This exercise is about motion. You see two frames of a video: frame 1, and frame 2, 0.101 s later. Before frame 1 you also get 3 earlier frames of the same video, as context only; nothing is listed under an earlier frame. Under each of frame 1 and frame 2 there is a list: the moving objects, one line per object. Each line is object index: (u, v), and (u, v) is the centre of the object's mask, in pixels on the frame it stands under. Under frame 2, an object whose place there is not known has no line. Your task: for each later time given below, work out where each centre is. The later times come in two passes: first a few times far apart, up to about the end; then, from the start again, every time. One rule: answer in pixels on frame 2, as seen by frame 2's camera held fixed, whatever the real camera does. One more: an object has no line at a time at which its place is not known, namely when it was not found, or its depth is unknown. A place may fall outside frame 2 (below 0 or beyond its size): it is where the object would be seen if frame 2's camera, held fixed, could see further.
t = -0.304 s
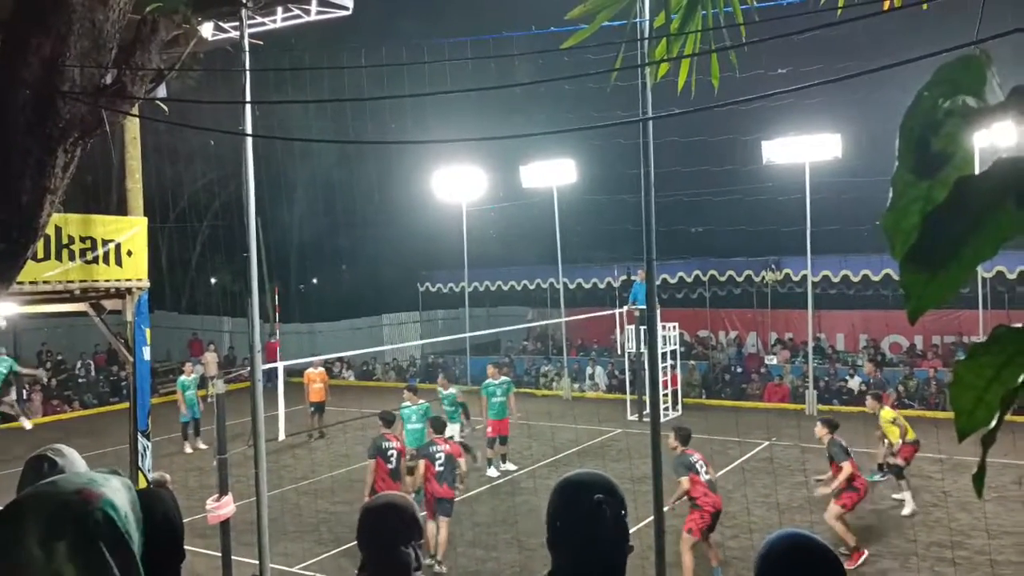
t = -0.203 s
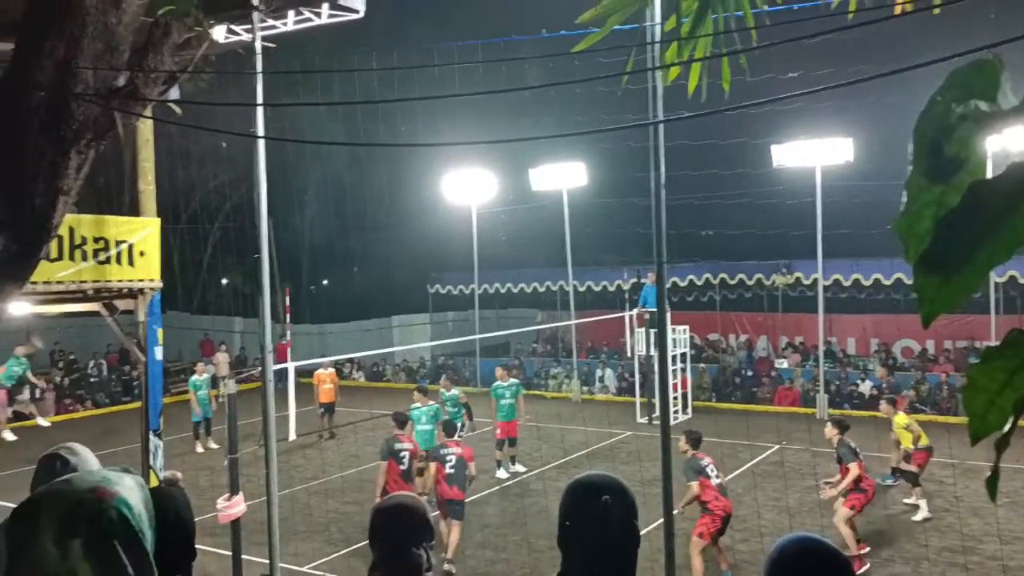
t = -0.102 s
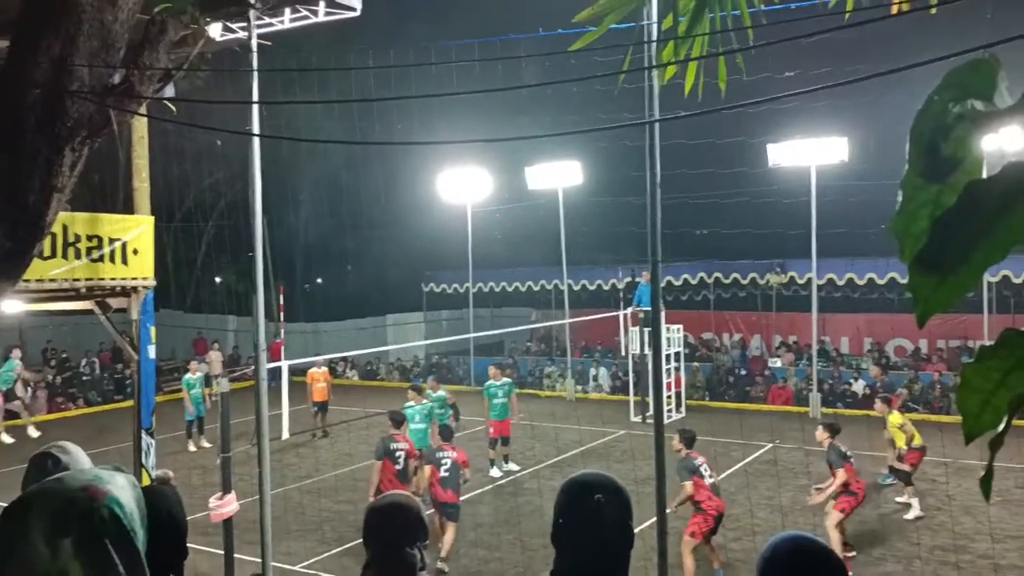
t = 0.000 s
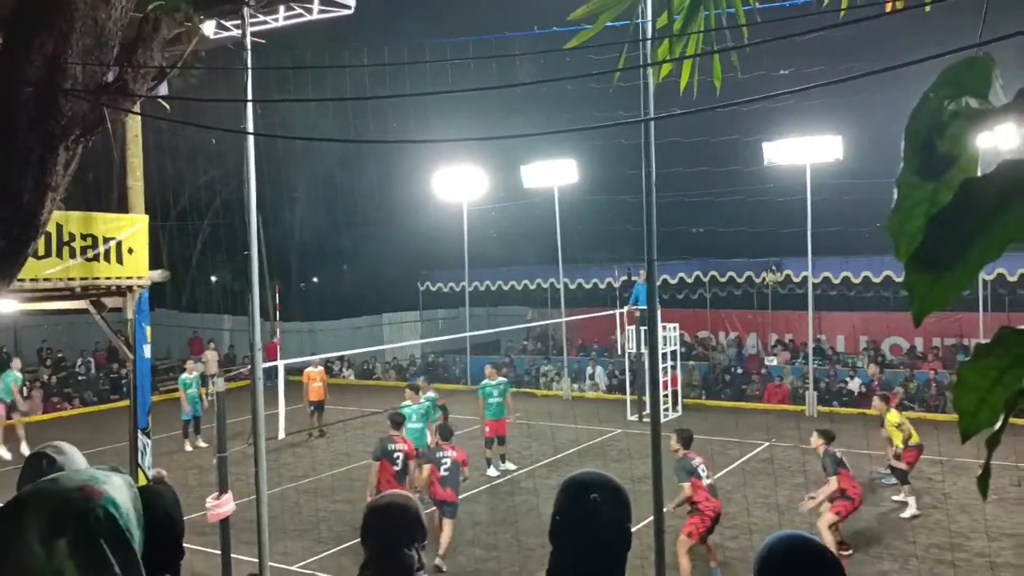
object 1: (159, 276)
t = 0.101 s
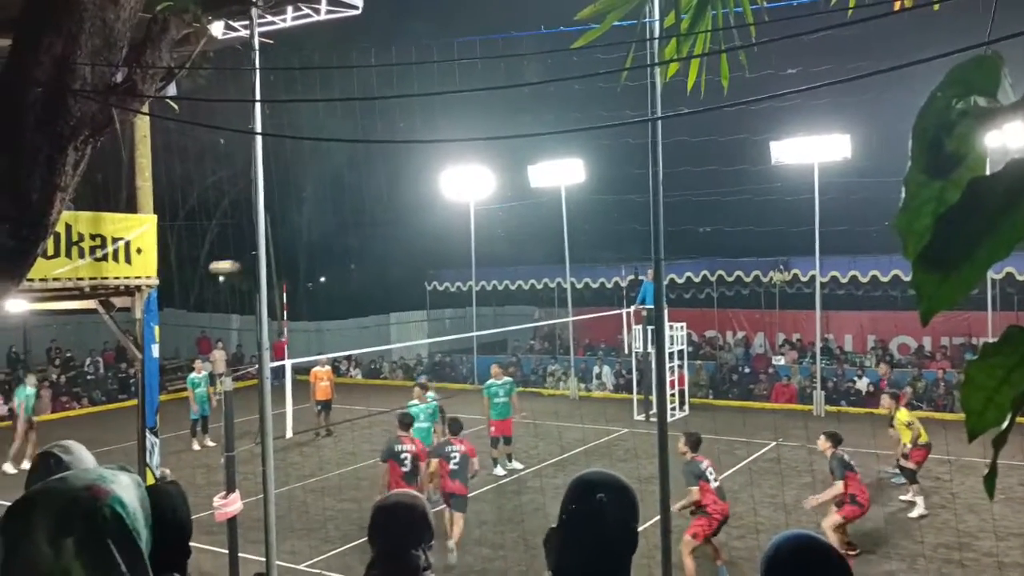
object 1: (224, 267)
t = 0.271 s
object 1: (340, 263)
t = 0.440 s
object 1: (474, 279)
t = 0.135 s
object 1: (244, 265)
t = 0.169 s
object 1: (274, 263)
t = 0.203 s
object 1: (292, 262)
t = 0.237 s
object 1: (315, 262)
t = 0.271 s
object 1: (340, 263)
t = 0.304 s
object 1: (366, 264)
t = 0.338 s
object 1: (392, 267)
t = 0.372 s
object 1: (419, 270)
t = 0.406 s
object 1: (446, 273)
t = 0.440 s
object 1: (474, 279)
